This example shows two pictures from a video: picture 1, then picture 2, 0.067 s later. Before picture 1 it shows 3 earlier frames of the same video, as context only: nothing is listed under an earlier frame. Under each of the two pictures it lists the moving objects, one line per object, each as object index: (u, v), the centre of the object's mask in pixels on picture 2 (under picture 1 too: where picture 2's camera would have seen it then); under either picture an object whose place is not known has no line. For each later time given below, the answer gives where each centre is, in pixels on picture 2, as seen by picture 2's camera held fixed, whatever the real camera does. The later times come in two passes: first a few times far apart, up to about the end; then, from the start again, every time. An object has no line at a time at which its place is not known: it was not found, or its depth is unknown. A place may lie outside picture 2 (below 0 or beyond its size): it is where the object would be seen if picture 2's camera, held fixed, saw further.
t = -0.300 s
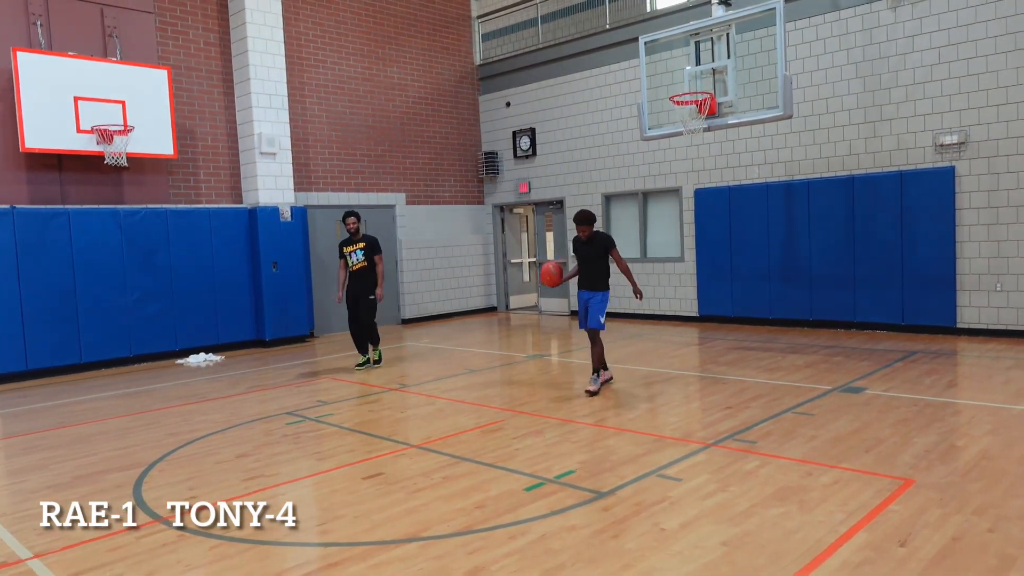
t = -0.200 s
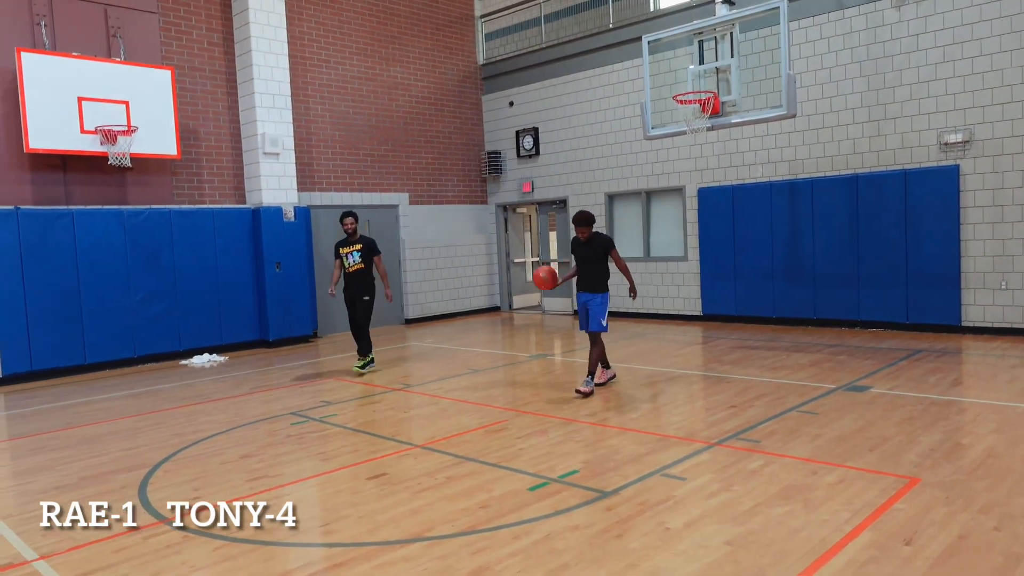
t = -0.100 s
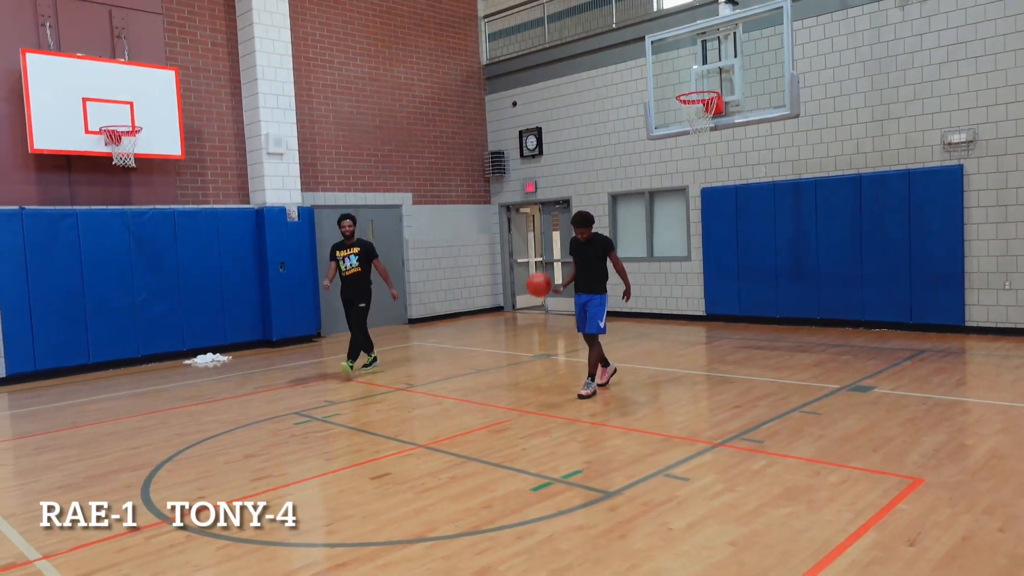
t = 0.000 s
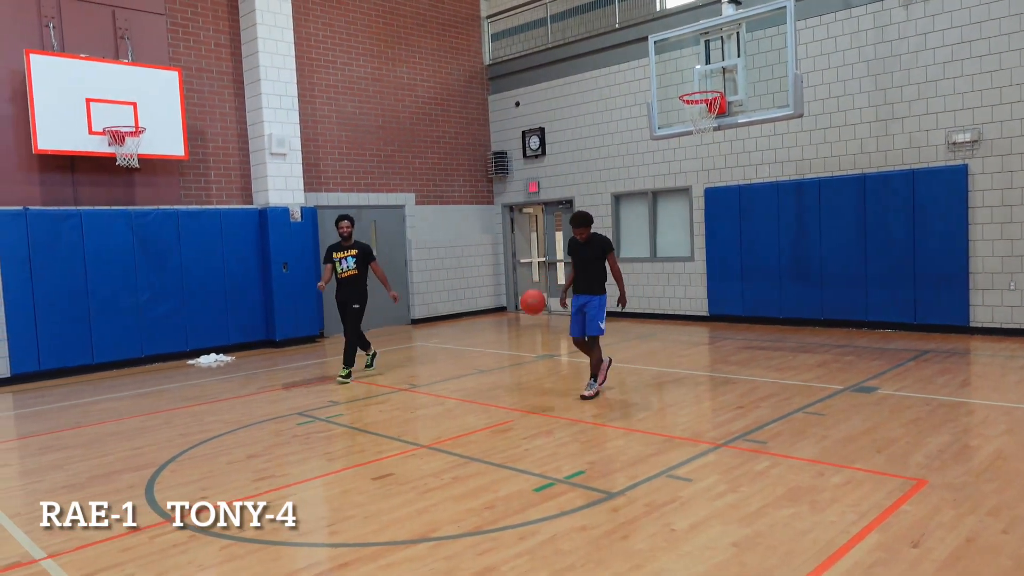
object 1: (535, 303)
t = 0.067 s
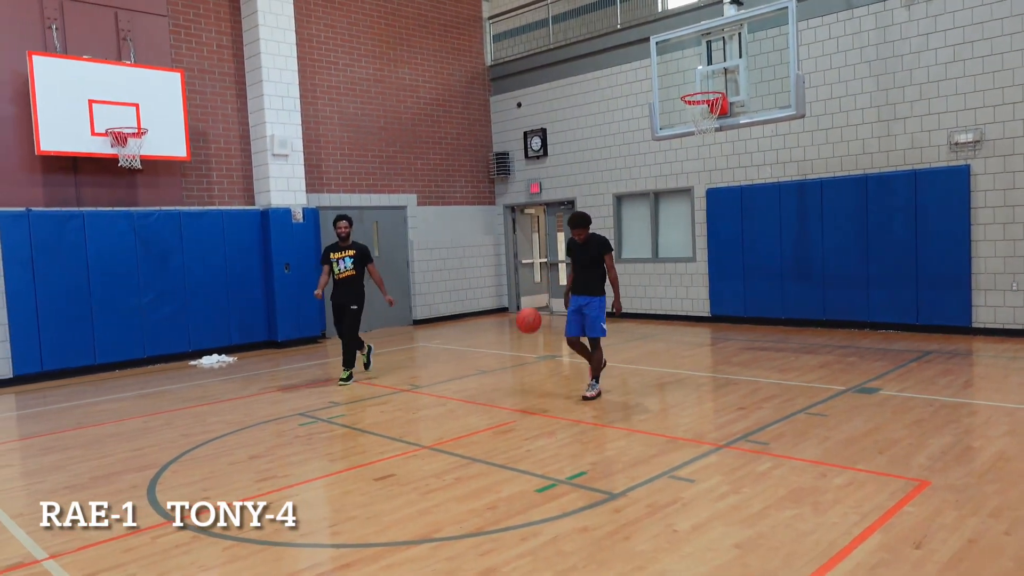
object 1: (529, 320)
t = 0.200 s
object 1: (517, 372)
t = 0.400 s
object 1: (495, 359)
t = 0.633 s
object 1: (468, 340)
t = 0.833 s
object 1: (446, 376)
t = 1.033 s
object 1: (423, 400)
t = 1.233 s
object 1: (394, 384)
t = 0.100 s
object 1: (525, 332)
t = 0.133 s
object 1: (523, 344)
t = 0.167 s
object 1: (520, 357)
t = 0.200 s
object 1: (517, 372)
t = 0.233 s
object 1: (514, 388)
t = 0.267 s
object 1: (511, 395)
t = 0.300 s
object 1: (507, 384)
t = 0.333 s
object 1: (503, 375)
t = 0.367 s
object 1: (499, 367)
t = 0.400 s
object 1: (495, 359)
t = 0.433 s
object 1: (491, 353)
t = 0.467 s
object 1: (487, 348)
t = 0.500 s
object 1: (484, 344)
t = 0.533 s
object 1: (480, 341)
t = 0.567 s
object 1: (476, 340)
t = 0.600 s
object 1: (472, 340)
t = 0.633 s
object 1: (468, 340)
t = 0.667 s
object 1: (465, 343)
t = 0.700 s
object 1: (461, 347)
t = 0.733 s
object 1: (457, 352)
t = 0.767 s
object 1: (454, 358)
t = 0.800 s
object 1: (450, 367)
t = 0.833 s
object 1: (446, 376)
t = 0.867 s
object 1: (443, 386)
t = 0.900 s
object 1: (439, 399)
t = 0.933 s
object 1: (436, 413)
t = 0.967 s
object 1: (432, 416)
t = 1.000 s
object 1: (427, 407)
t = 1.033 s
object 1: (423, 400)
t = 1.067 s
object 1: (418, 394)
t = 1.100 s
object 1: (413, 389)
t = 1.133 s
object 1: (409, 386)
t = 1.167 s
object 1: (404, 384)
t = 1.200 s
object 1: (399, 383)
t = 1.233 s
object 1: (394, 384)
